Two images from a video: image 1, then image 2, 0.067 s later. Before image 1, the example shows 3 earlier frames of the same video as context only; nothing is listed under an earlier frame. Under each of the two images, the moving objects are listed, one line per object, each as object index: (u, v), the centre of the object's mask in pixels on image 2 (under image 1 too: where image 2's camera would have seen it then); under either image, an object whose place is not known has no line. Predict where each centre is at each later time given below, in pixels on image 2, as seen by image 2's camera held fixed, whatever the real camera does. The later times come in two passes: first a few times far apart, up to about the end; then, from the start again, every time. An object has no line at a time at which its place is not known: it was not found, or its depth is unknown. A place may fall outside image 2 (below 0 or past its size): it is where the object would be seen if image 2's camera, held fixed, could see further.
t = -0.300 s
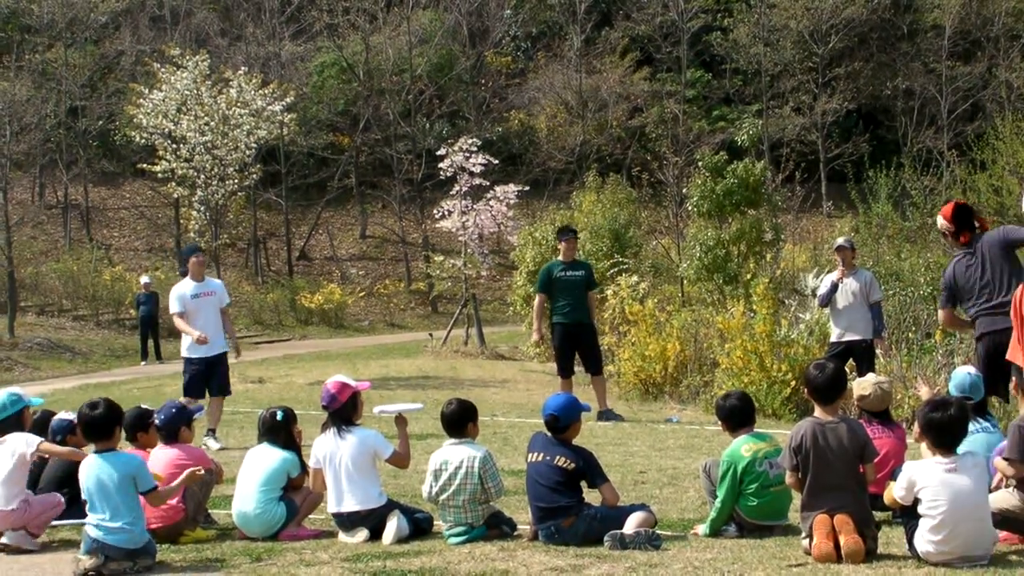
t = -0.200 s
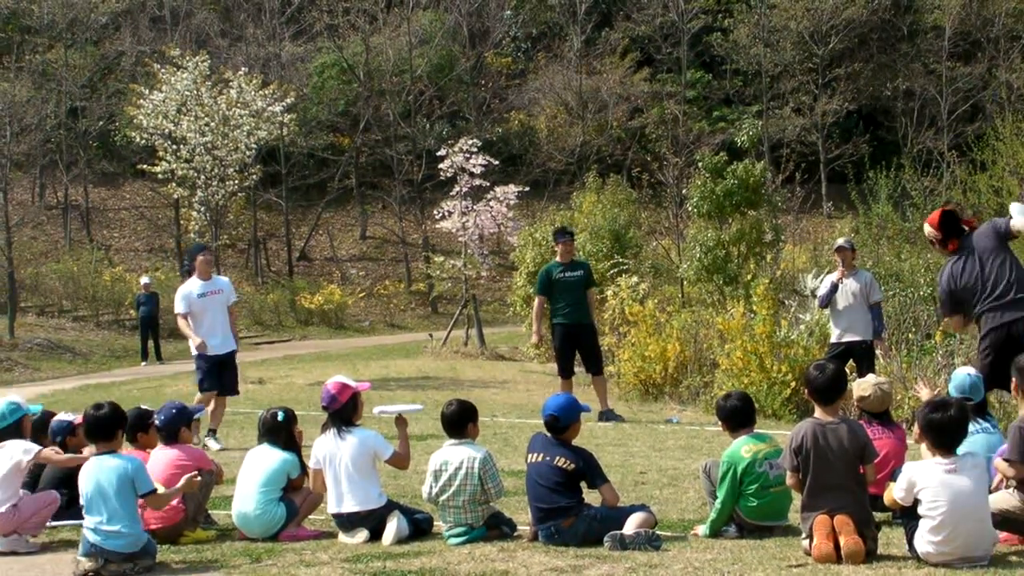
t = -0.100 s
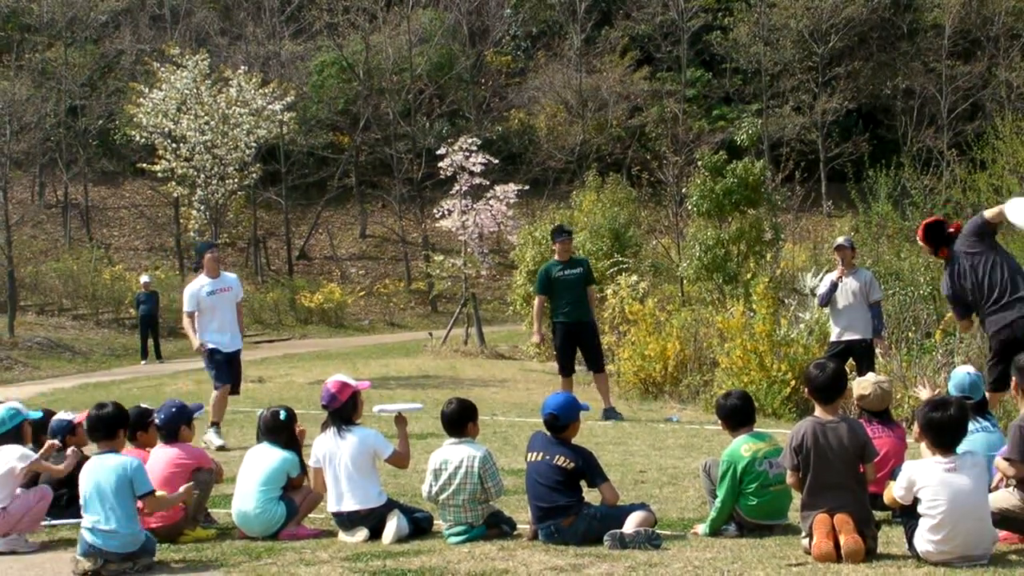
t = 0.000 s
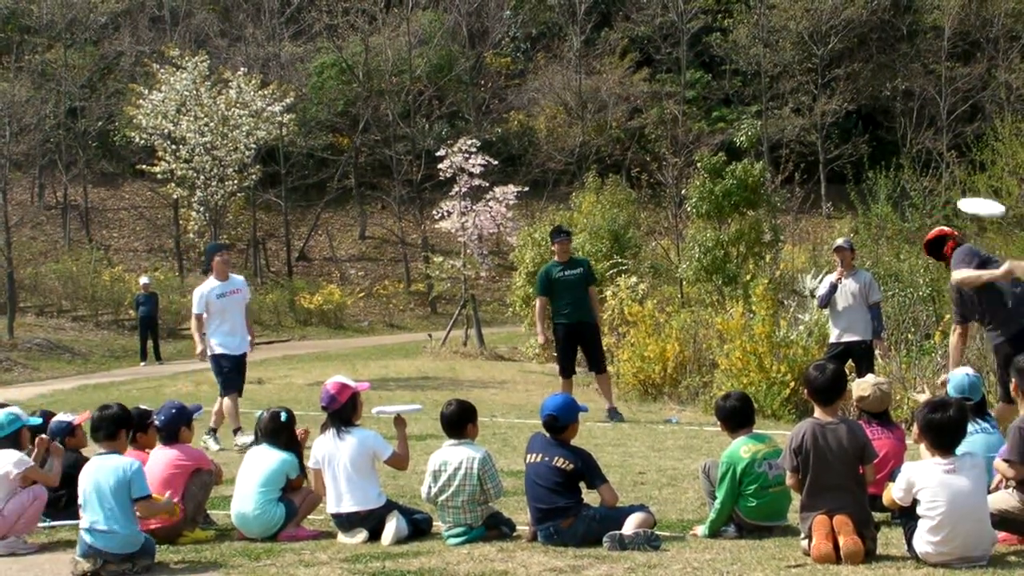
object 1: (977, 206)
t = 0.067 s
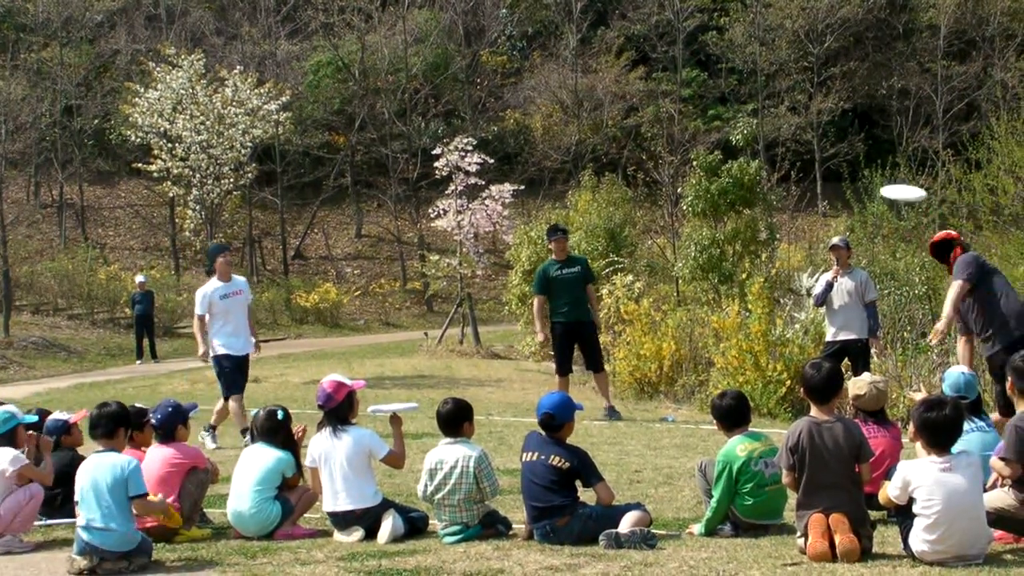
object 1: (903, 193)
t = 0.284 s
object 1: (706, 172)
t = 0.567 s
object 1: (514, 186)
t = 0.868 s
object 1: (364, 227)
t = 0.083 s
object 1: (885, 190)
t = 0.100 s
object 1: (868, 188)
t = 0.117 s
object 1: (851, 185)
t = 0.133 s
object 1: (836, 183)
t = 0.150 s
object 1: (819, 182)
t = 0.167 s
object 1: (805, 180)
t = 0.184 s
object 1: (790, 178)
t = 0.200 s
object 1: (775, 177)
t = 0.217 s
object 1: (760, 175)
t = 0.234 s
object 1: (746, 174)
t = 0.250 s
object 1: (732, 173)
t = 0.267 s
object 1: (719, 172)
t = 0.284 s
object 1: (706, 172)
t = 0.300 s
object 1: (692, 171)
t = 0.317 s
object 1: (680, 171)
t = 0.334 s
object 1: (667, 171)
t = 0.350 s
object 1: (655, 171)
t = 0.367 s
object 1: (643, 172)
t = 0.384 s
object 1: (632, 173)
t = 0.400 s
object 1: (619, 173)
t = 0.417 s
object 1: (608, 174)
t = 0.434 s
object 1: (597, 175)
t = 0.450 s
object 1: (586, 176)
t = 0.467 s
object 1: (576, 177)
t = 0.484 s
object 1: (564, 178)
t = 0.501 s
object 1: (555, 179)
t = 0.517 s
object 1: (544, 180)
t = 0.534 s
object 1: (534, 182)
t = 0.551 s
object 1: (524, 184)
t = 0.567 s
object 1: (514, 186)
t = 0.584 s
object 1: (505, 187)
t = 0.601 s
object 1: (496, 189)
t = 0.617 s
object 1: (486, 190)
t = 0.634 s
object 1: (477, 192)
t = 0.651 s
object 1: (468, 194)
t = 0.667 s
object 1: (459, 197)
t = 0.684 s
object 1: (451, 199)
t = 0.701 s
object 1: (442, 201)
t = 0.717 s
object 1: (434, 203)
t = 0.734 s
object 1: (425, 206)
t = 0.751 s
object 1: (417, 209)
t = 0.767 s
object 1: (410, 211)
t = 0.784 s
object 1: (402, 213)
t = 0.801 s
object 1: (394, 216)
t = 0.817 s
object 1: (386, 218)
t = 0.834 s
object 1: (378, 222)
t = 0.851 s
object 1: (371, 224)
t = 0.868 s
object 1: (364, 227)
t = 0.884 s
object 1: (356, 230)
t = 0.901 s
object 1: (349, 232)
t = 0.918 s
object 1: (341, 237)
